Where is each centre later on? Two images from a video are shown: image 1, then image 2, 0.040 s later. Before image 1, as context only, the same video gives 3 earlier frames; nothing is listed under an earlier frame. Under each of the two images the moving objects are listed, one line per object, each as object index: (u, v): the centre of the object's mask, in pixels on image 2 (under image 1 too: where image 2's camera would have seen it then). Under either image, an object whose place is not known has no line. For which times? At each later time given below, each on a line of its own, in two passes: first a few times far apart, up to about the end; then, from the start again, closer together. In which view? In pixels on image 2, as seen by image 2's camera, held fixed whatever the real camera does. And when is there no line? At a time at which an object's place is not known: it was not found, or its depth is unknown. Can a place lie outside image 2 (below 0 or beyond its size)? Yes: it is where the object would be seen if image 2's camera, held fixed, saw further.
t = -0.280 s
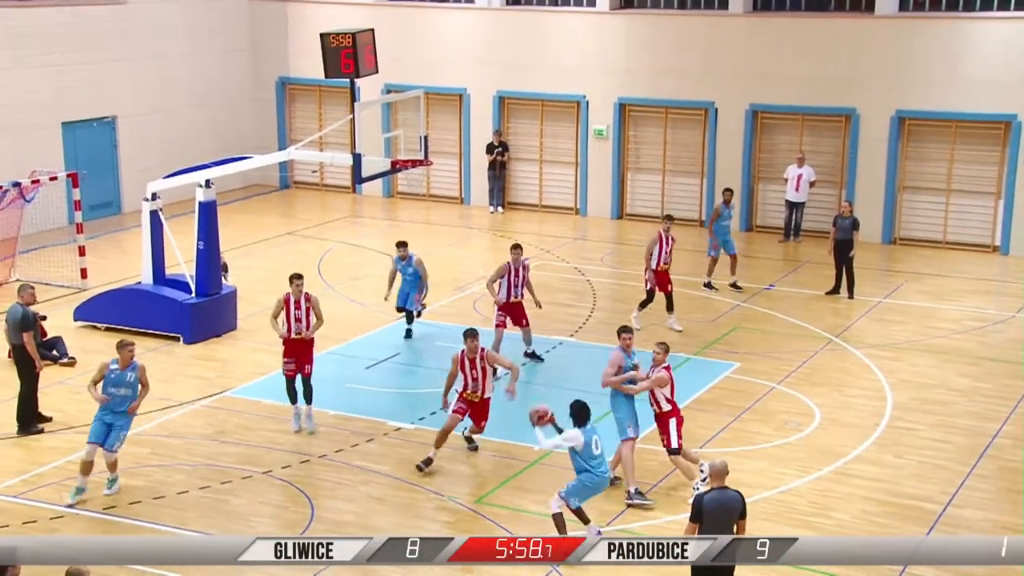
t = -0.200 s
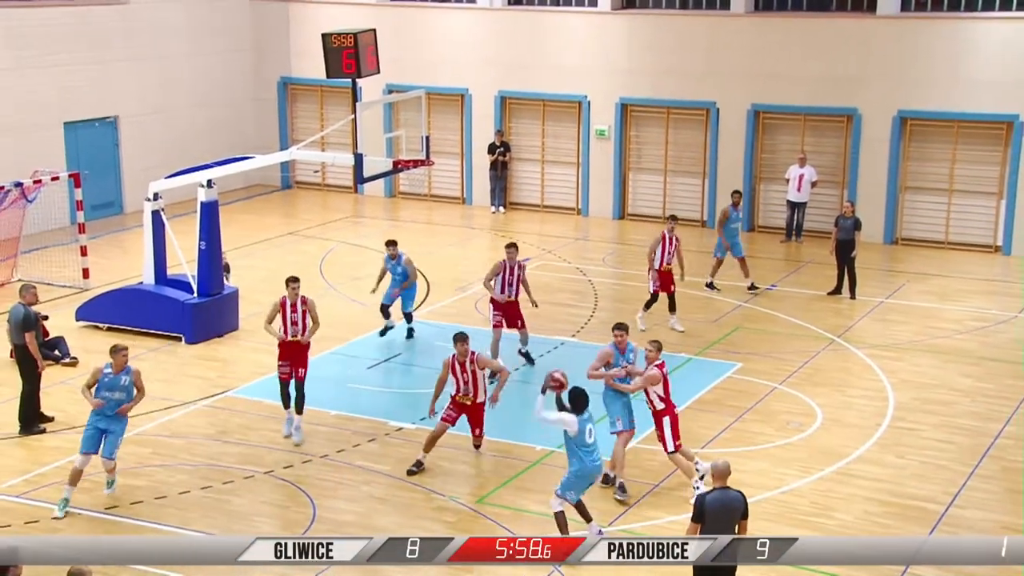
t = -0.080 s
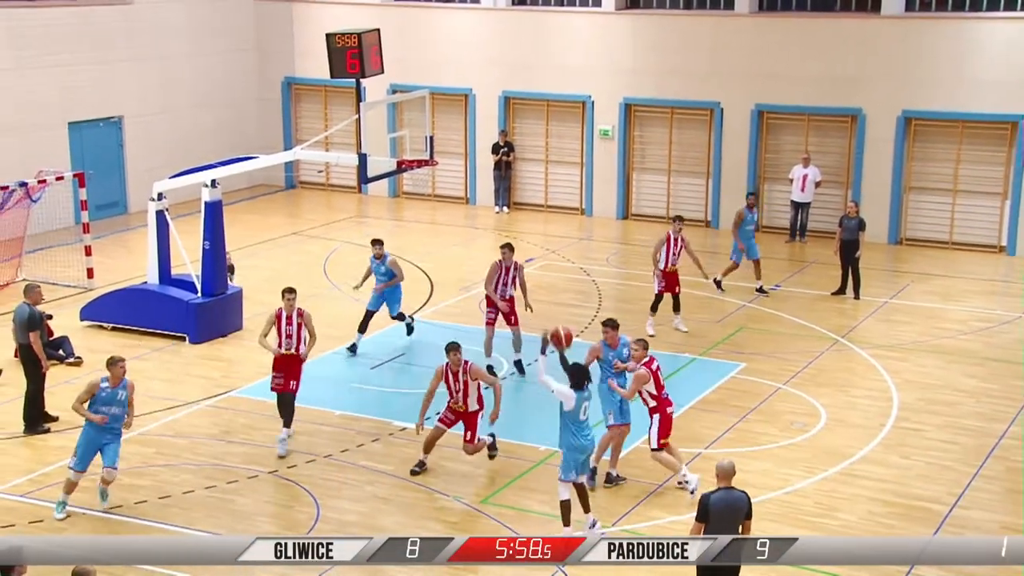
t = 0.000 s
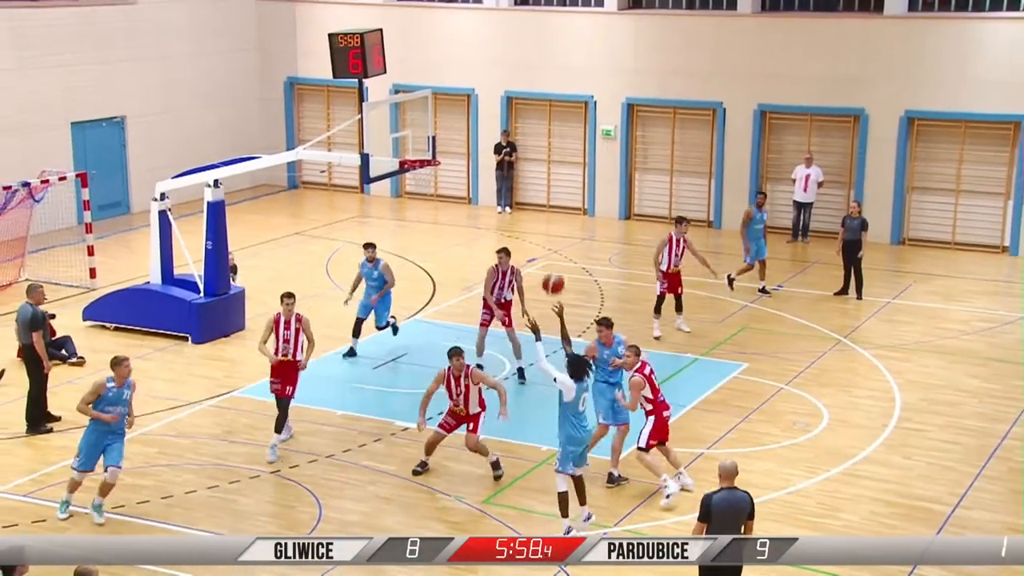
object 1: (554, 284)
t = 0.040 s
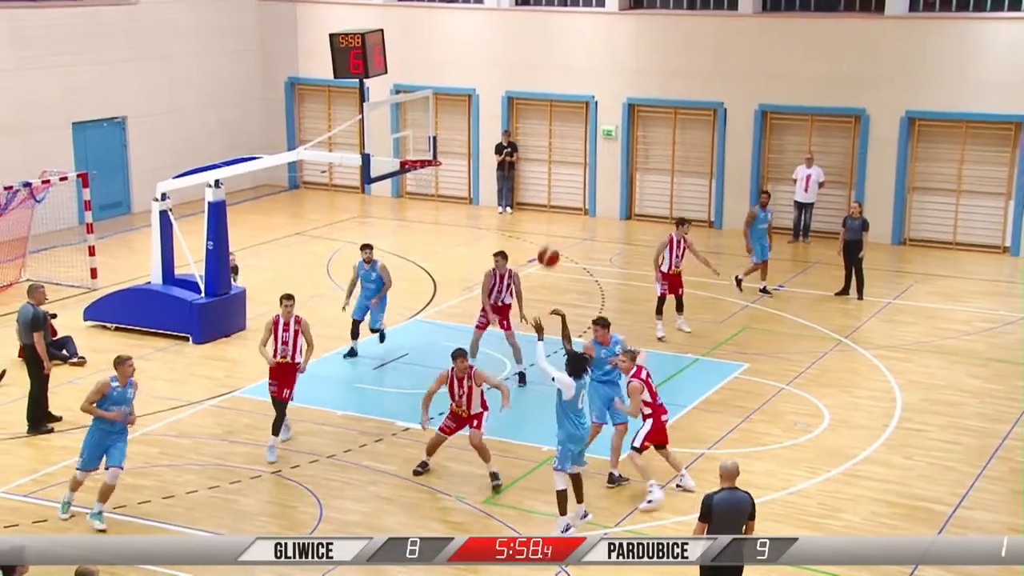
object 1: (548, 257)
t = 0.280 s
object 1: (518, 132)
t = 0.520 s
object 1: (490, 71)
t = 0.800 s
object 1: (464, 65)
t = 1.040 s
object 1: (445, 103)
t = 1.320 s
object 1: (425, 178)
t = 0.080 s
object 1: (542, 231)
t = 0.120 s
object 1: (537, 209)
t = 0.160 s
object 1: (532, 186)
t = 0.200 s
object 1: (527, 166)
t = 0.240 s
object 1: (522, 148)
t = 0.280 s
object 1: (518, 132)
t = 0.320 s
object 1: (512, 118)
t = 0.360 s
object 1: (507, 105)
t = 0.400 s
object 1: (503, 95)
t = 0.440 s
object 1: (499, 85)
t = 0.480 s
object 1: (494, 78)
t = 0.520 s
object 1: (490, 71)
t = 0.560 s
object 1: (486, 66)
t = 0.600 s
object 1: (482, 63)
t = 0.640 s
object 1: (478, 61)
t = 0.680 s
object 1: (474, 60)
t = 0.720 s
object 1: (471, 60)
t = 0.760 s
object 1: (467, 62)
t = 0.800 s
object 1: (464, 65)
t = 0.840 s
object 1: (460, 69)
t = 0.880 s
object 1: (457, 74)
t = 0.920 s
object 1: (454, 79)
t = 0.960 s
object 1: (451, 86)
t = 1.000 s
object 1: (448, 95)
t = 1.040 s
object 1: (445, 103)
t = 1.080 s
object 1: (442, 113)
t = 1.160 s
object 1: (436, 136)
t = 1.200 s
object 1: (433, 148)
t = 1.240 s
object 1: (428, 160)
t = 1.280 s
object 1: (428, 173)
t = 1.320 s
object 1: (425, 178)
